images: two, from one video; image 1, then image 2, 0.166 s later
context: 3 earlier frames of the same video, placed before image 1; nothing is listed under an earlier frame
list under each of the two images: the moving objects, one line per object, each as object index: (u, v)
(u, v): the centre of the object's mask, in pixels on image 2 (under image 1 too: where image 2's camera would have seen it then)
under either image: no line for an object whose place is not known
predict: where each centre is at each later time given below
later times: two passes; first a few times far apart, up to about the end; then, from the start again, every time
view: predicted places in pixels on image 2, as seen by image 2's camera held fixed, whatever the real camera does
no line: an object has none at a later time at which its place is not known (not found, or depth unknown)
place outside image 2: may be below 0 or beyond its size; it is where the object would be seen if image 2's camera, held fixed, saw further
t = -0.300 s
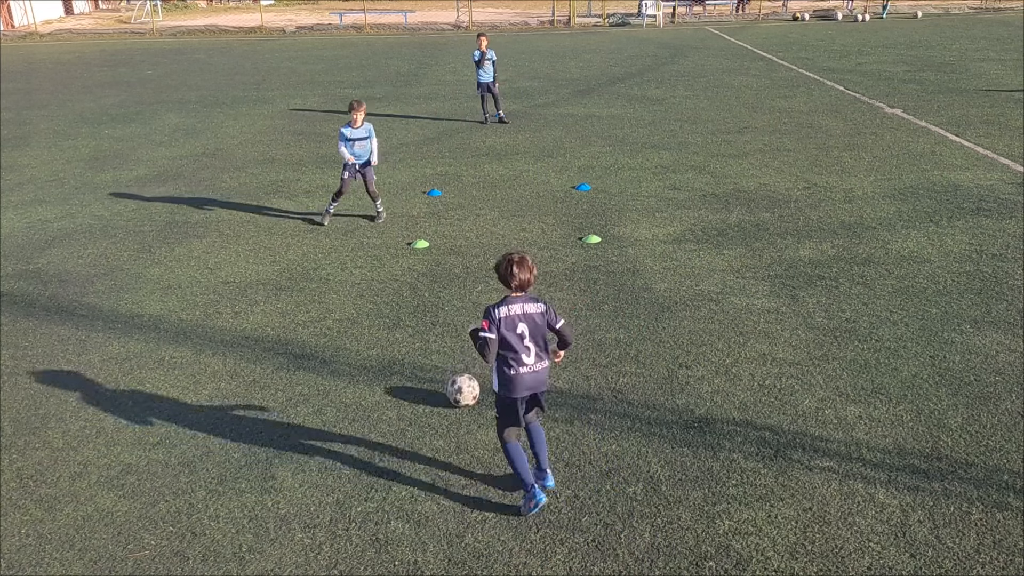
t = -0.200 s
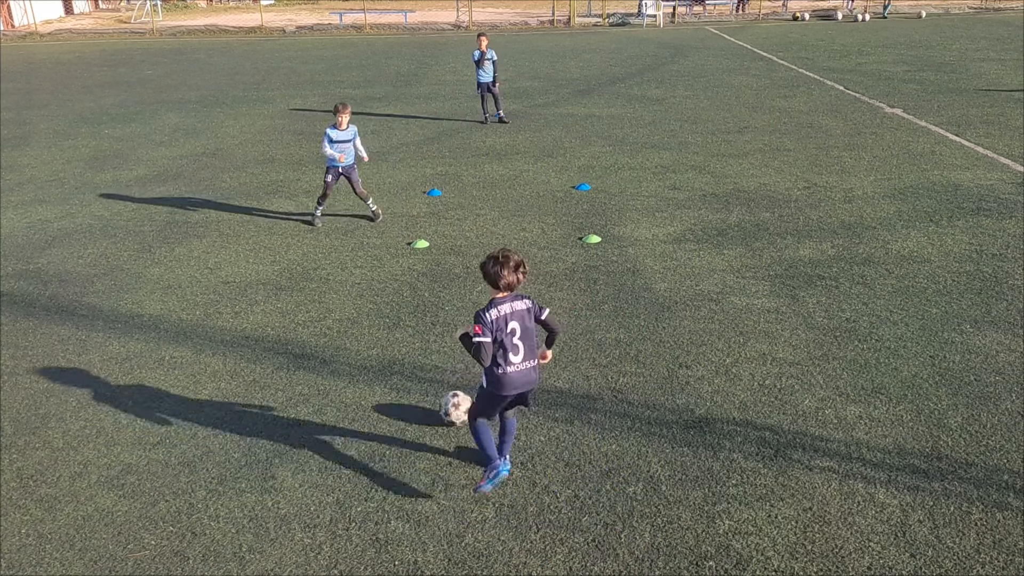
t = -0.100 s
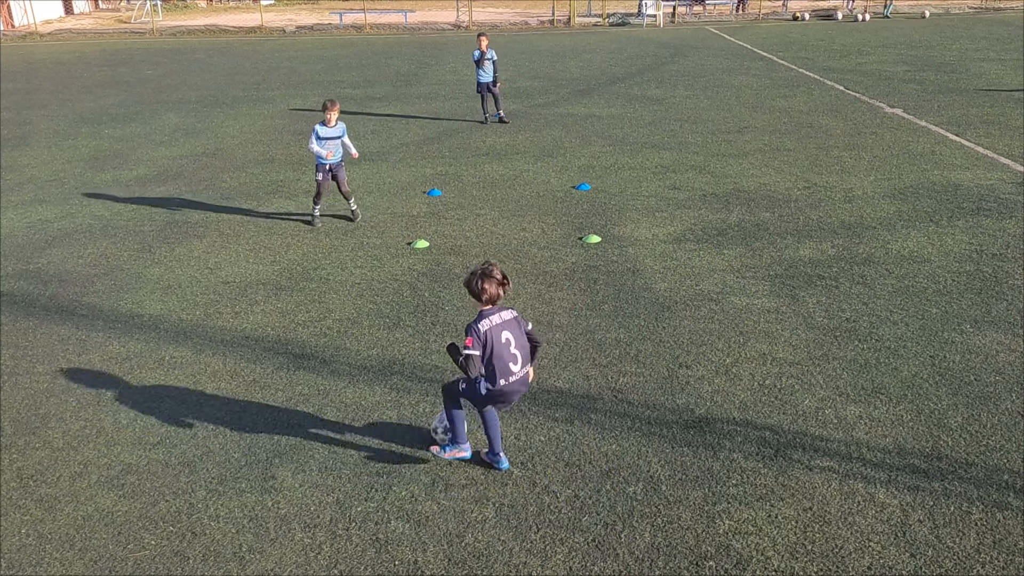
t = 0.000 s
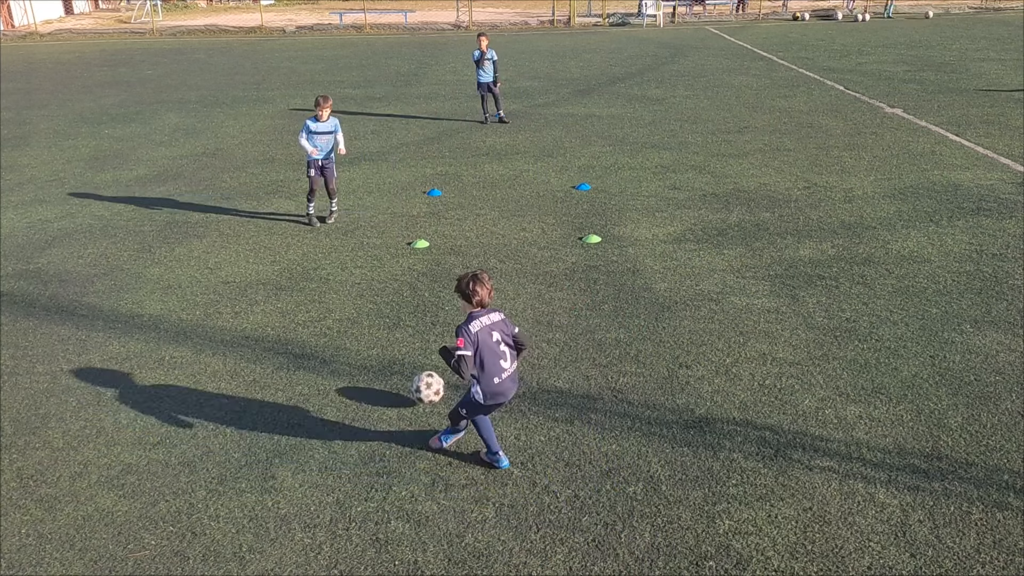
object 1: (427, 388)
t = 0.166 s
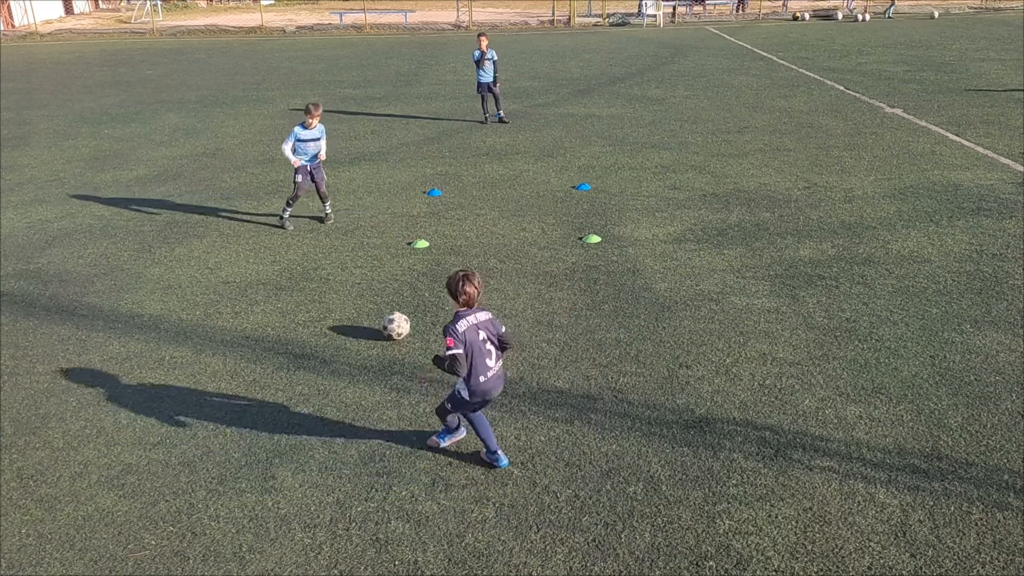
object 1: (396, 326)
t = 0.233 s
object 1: (387, 303)
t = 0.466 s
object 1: (363, 255)
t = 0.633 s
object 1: (353, 236)
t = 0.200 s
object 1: (391, 313)
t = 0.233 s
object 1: (387, 303)
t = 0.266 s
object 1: (383, 293)
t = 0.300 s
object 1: (379, 286)
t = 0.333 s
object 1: (377, 281)
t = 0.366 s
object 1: (373, 277)
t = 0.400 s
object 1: (369, 272)
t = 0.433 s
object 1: (367, 263)
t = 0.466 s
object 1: (363, 255)
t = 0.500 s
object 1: (361, 248)
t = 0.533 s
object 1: (359, 243)
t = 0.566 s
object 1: (357, 240)
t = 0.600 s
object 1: (355, 237)
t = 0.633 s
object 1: (353, 236)
